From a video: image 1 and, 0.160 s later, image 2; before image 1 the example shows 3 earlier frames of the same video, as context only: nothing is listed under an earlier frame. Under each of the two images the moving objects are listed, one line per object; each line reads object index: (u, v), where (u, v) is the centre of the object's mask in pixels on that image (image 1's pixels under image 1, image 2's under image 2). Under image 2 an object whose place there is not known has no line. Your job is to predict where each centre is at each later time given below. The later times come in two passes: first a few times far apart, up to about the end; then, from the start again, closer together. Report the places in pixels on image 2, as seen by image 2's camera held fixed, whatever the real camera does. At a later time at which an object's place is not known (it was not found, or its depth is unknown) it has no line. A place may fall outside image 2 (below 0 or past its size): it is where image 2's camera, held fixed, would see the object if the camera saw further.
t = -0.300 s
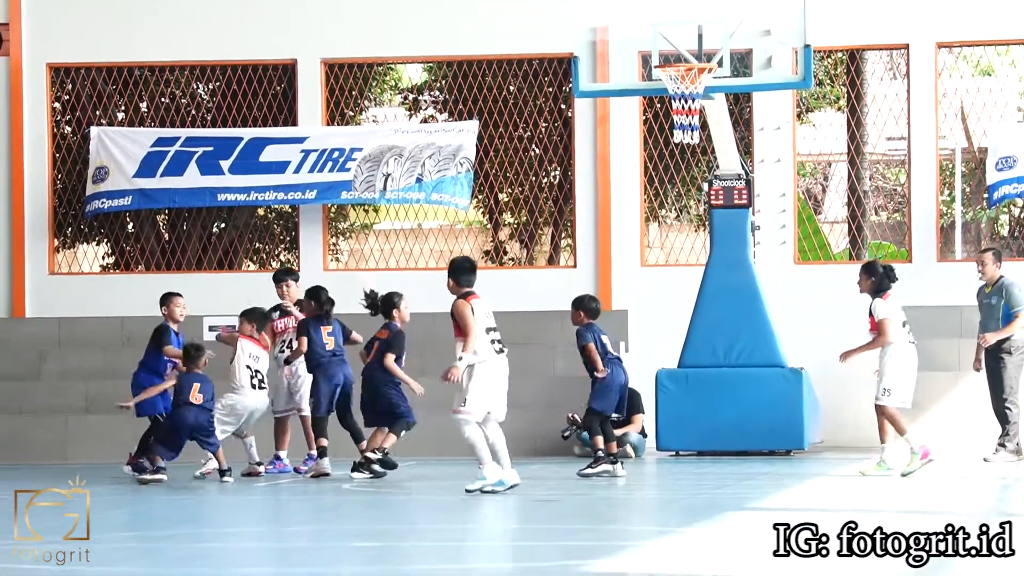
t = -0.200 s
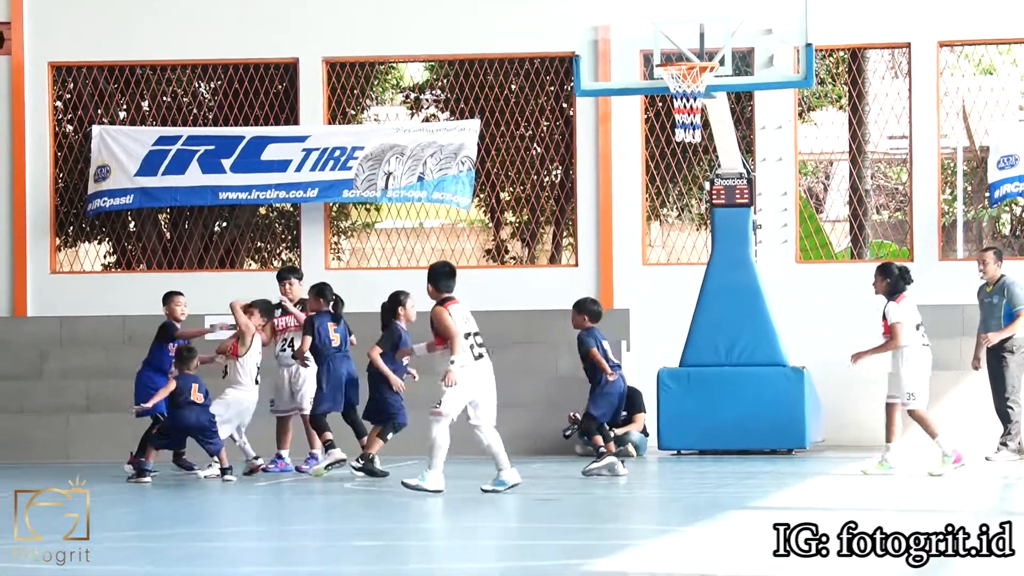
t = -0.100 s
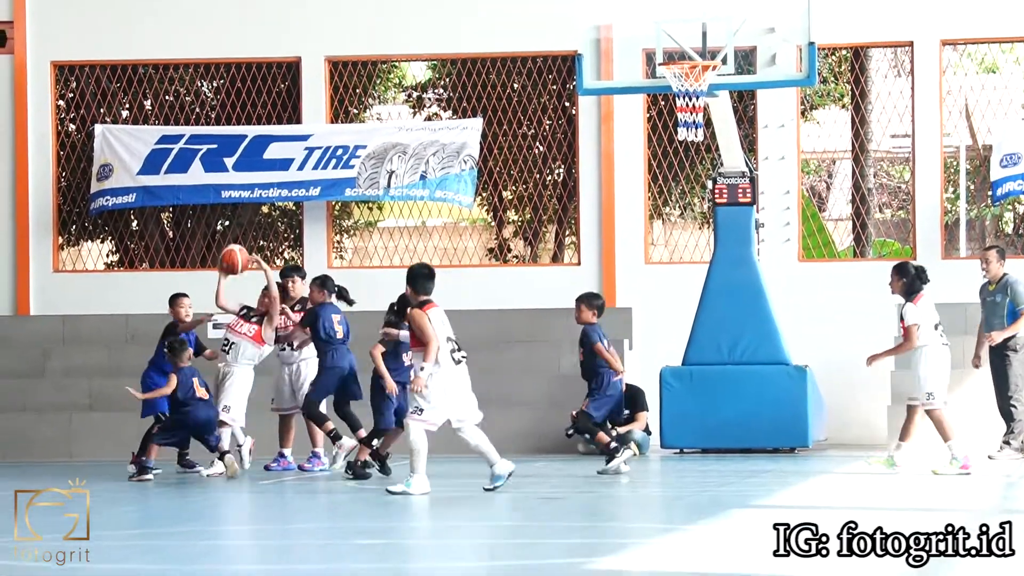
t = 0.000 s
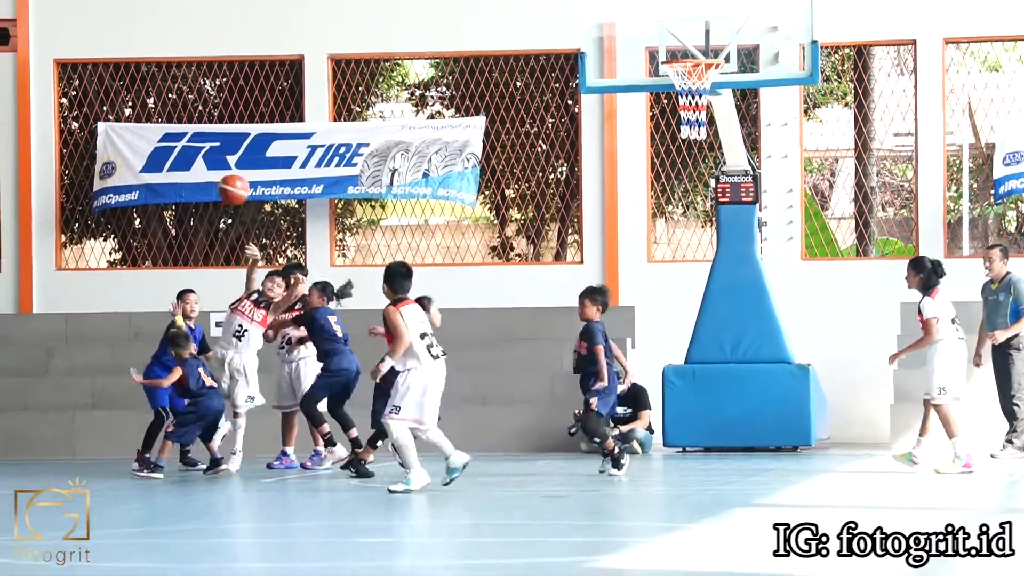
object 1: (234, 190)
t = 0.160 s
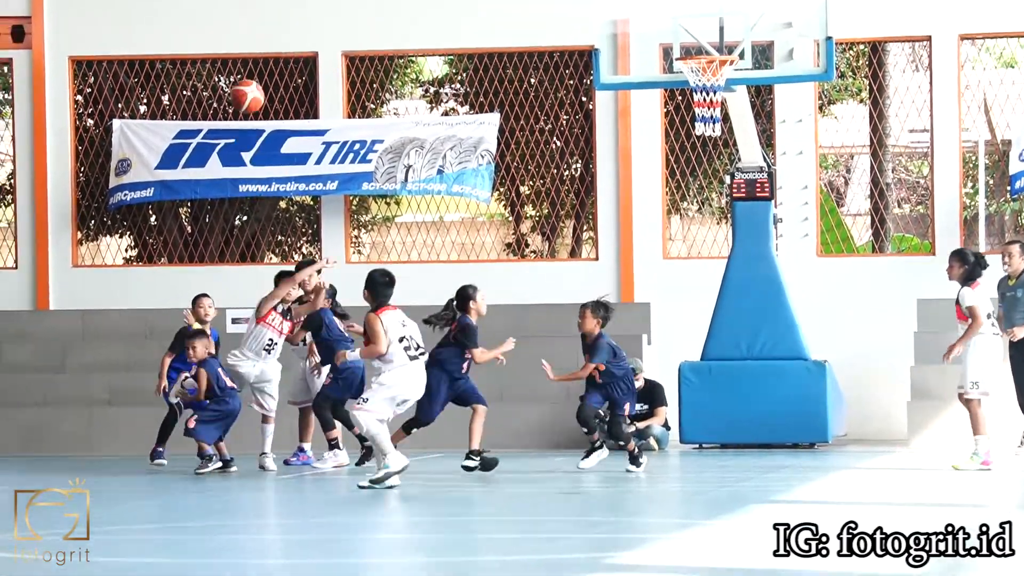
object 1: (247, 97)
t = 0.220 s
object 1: (248, 71)
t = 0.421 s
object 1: (246, 18)
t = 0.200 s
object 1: (247, 79)
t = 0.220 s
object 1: (248, 71)
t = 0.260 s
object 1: (245, 56)
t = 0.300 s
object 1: (246, 43)
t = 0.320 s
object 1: (246, 38)
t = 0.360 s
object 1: (247, 29)
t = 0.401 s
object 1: (247, 22)
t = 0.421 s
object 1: (246, 18)
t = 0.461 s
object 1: (245, 16)
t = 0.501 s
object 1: (245, 16)
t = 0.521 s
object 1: (246, 17)
